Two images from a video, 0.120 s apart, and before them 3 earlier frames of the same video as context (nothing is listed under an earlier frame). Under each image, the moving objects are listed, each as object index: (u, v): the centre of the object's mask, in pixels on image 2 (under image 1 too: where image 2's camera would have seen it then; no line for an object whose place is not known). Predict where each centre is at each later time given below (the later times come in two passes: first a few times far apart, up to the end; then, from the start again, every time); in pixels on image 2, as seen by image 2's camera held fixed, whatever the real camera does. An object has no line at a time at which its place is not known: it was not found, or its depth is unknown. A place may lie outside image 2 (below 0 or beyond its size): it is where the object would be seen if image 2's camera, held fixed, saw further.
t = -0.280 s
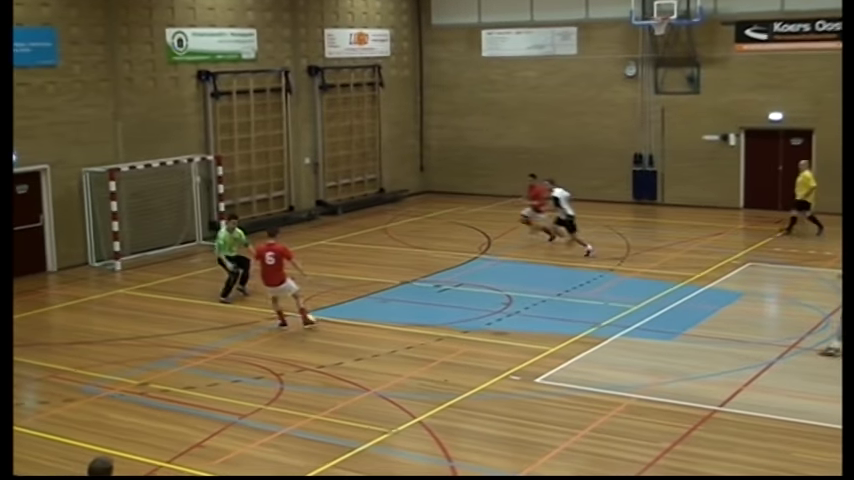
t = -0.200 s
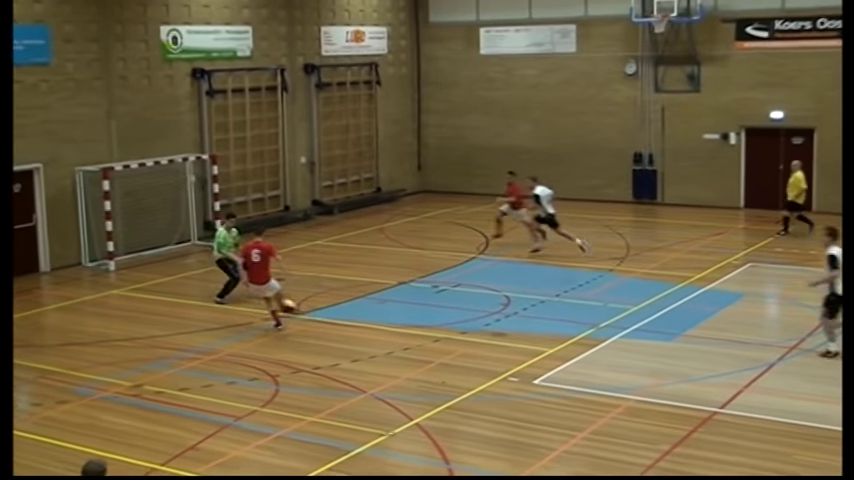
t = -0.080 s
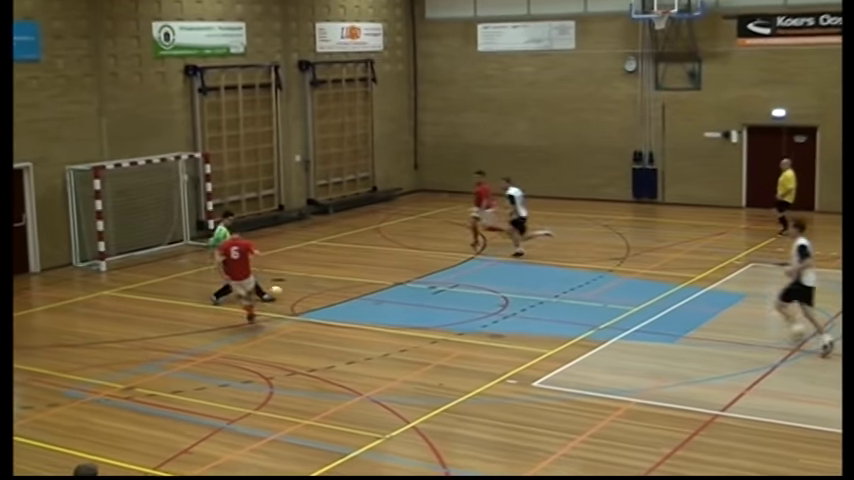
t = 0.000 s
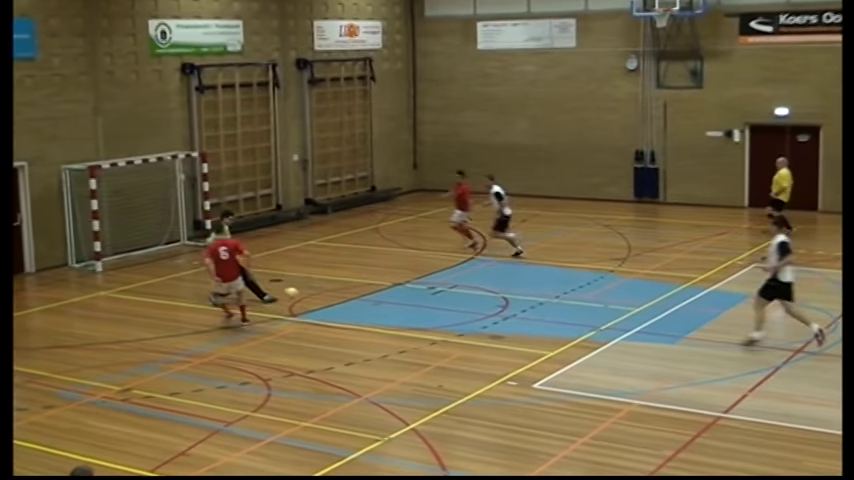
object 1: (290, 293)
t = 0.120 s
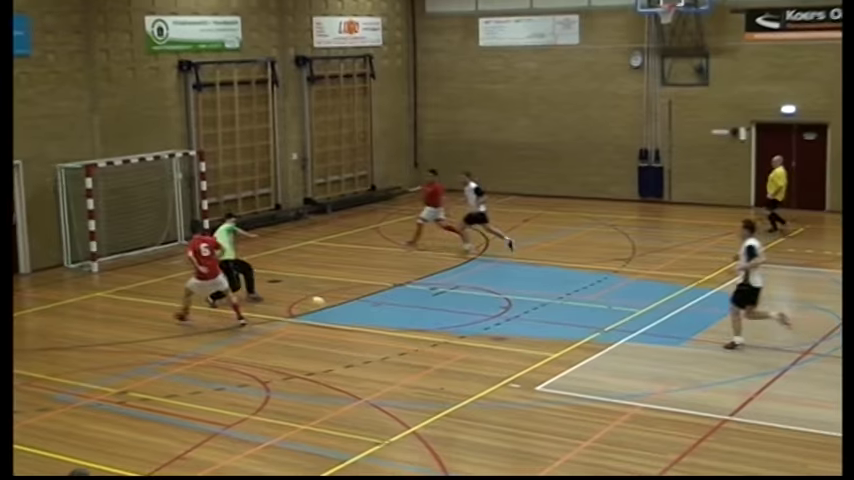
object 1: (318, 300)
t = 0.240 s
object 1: (347, 321)
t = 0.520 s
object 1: (402, 335)
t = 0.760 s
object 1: (444, 348)
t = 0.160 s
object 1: (327, 307)
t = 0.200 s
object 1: (337, 312)
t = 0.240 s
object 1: (347, 321)
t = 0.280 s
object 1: (356, 323)
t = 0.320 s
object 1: (364, 324)
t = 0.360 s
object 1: (372, 326)
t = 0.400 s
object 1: (379, 328)
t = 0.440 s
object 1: (388, 332)
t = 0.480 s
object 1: (396, 334)
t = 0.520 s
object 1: (402, 335)
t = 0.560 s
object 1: (410, 335)
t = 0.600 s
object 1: (418, 339)
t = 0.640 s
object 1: (425, 342)
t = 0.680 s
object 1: (431, 344)
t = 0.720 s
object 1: (437, 345)
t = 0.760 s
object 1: (444, 348)
